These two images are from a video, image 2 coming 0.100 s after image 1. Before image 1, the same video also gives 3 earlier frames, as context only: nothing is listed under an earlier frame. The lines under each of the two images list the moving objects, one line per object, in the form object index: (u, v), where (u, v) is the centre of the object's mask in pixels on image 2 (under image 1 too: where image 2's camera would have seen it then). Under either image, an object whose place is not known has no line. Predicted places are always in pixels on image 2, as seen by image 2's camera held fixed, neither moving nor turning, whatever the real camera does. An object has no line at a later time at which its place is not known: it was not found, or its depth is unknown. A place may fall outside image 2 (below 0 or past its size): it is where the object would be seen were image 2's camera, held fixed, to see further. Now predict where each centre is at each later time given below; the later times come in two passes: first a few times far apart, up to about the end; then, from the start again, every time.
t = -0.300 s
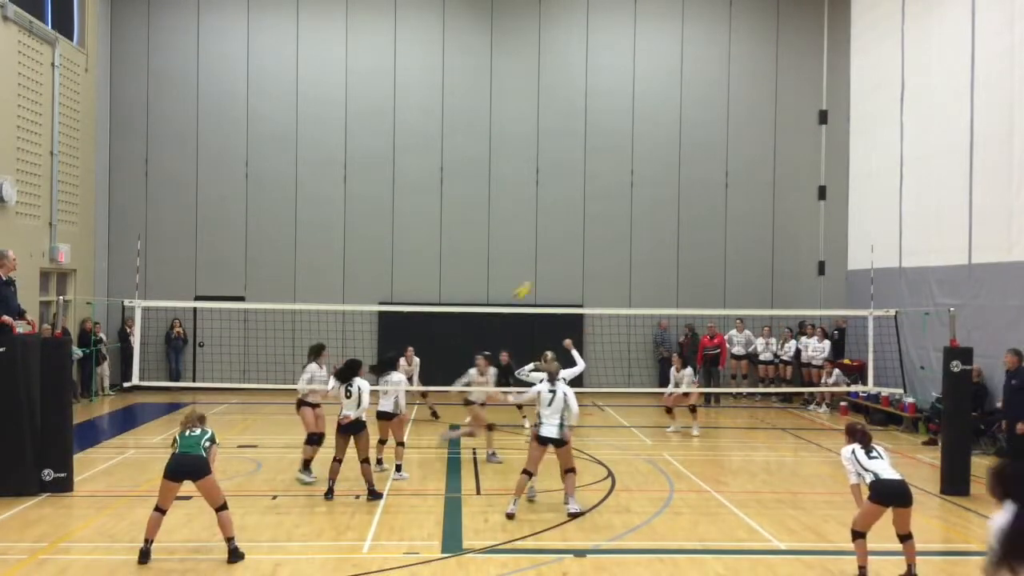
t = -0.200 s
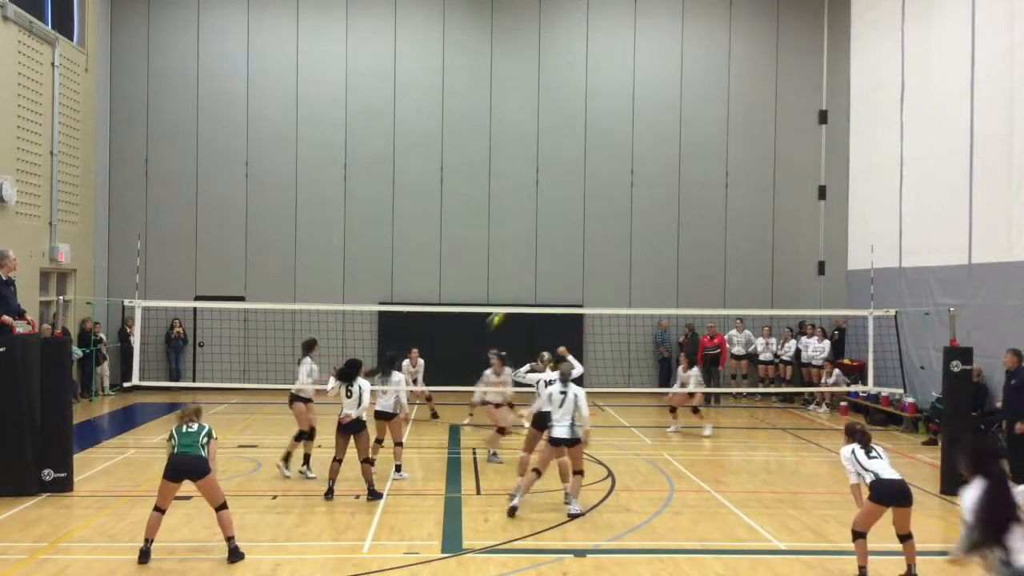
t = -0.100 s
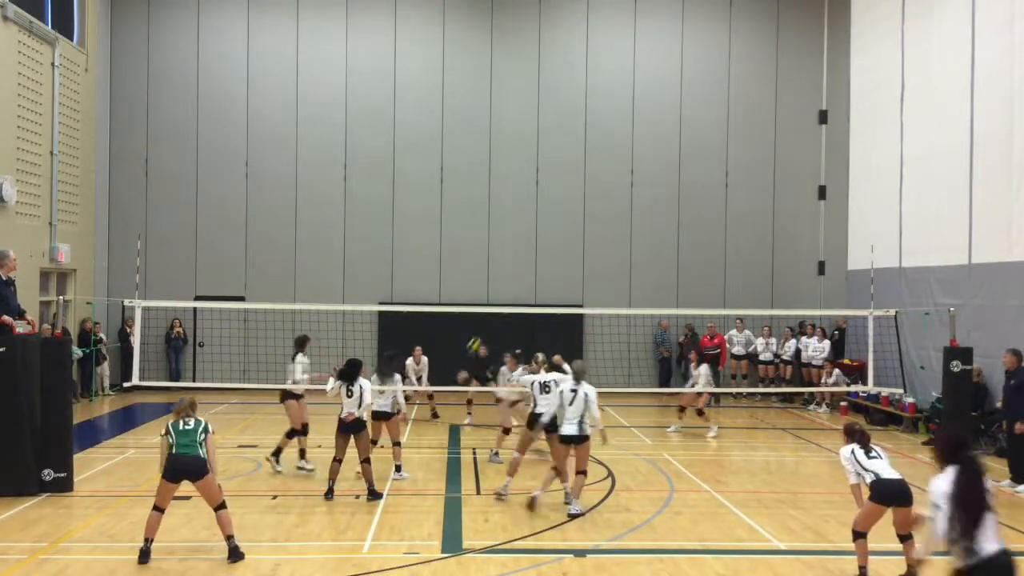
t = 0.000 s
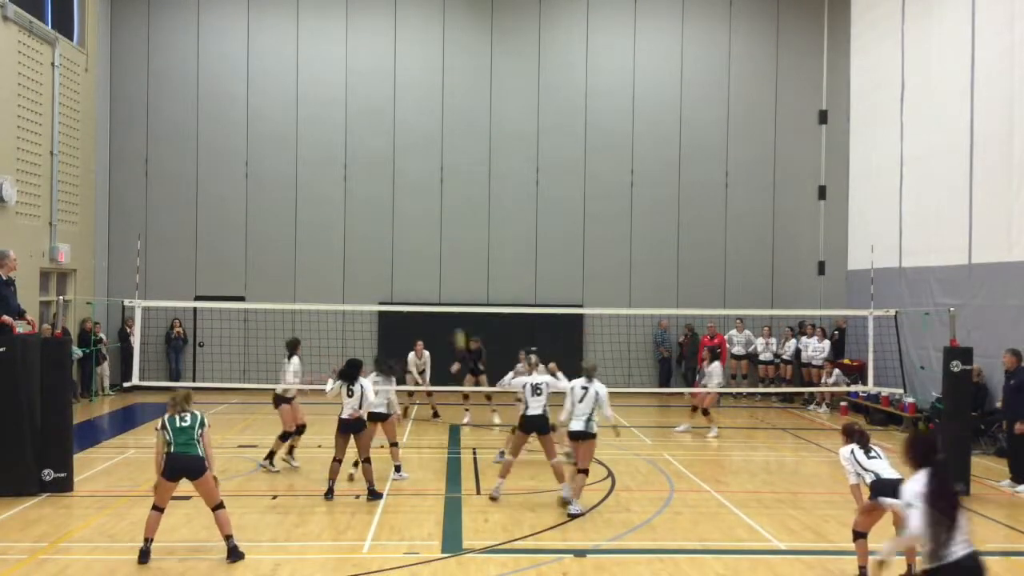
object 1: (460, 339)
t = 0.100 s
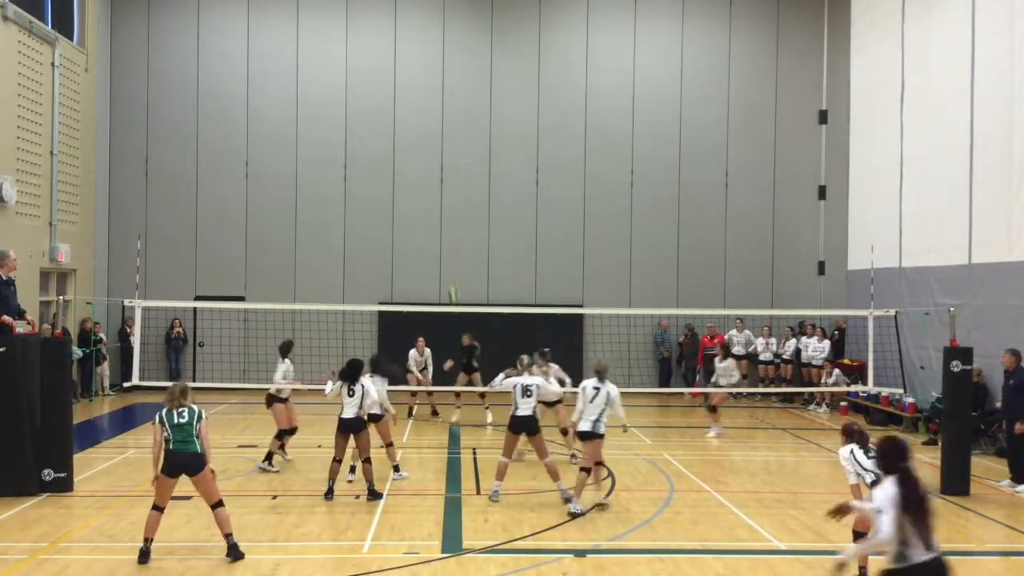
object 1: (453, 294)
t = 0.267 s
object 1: (442, 234)
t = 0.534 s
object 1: (422, 167)
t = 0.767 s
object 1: (404, 139)
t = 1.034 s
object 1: (383, 145)
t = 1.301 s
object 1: (360, 193)
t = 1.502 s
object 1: (342, 260)
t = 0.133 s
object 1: (450, 284)
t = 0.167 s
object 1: (447, 270)
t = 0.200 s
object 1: (446, 258)
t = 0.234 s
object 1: (444, 245)
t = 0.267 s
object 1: (442, 234)
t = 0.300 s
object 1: (439, 223)
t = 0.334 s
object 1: (436, 213)
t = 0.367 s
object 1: (434, 206)
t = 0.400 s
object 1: (432, 196)
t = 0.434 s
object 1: (429, 187)
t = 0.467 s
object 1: (427, 180)
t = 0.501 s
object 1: (425, 173)
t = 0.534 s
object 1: (422, 167)
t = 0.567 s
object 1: (420, 160)
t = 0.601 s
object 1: (417, 155)
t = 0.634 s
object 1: (415, 150)
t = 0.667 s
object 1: (412, 147)
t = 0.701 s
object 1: (409, 144)
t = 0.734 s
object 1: (406, 141)
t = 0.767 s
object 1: (404, 139)
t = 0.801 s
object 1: (401, 137)
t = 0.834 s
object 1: (399, 136)
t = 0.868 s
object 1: (396, 136)
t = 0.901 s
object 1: (393, 136)
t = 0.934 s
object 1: (390, 139)
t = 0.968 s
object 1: (388, 139)
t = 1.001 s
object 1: (385, 142)
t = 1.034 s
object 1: (383, 145)
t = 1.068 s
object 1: (380, 149)
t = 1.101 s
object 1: (377, 153)
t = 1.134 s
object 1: (374, 159)
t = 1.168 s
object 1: (371, 163)
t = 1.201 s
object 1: (368, 171)
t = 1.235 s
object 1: (366, 177)
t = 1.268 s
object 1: (364, 185)
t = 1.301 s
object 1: (360, 193)
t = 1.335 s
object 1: (357, 204)
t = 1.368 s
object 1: (352, 215)
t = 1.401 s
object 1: (351, 223)
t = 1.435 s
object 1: (348, 234)
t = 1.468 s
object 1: (346, 249)
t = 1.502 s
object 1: (342, 260)
